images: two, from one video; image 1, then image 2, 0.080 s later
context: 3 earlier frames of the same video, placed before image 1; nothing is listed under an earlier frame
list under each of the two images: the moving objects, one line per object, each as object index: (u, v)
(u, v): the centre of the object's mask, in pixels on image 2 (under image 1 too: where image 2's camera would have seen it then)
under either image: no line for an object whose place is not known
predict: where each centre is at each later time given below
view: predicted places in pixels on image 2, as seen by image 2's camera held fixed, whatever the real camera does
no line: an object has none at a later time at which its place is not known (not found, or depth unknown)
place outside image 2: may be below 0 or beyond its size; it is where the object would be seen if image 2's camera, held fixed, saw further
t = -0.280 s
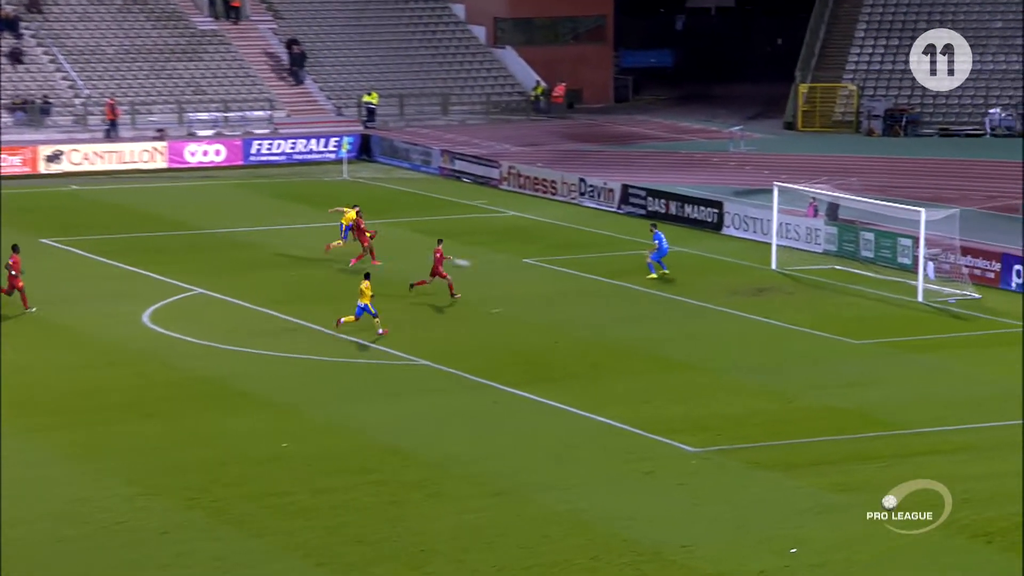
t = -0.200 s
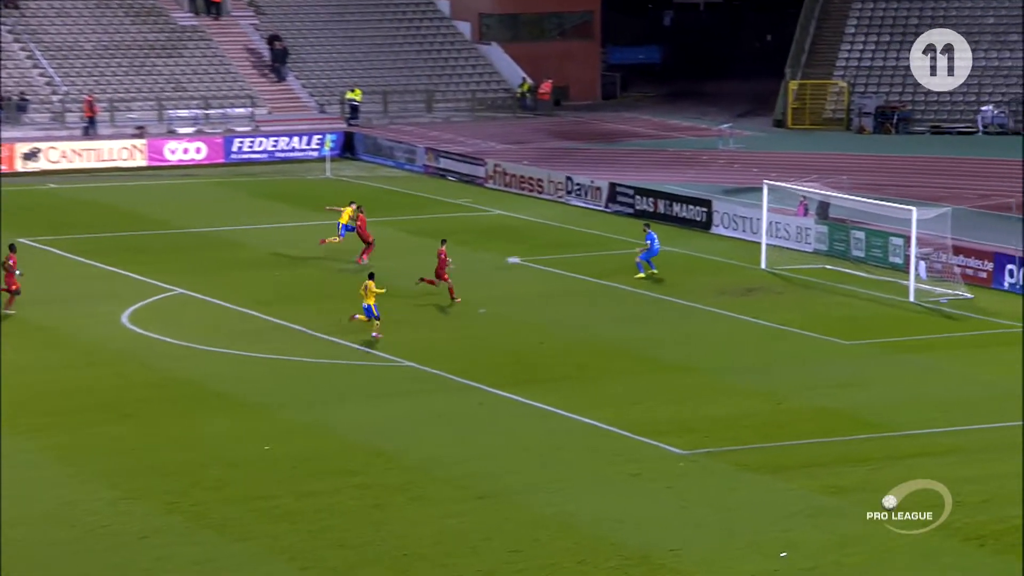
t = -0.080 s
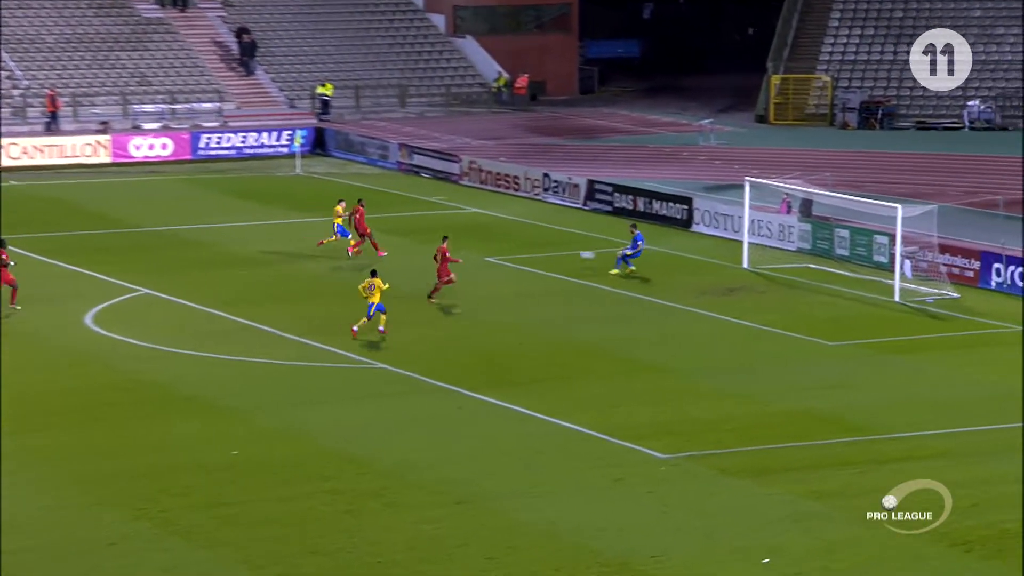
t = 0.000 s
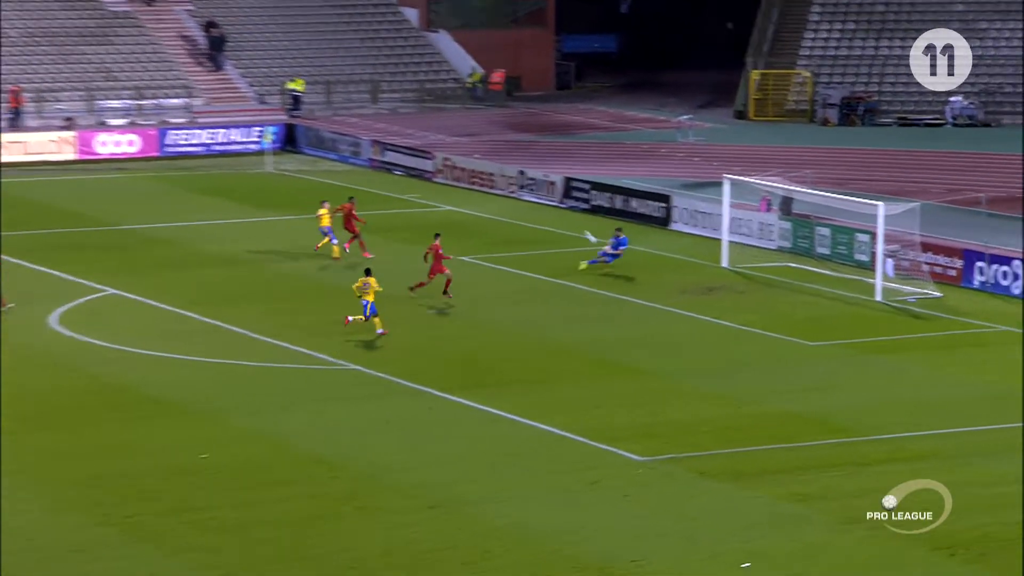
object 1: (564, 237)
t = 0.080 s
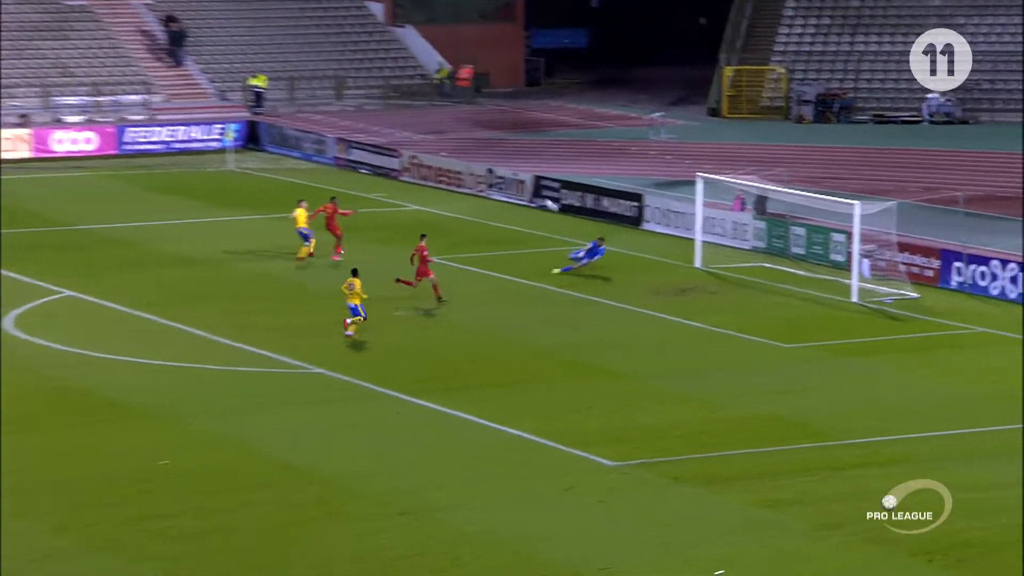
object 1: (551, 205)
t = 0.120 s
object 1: (542, 190)
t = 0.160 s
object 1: (537, 175)
